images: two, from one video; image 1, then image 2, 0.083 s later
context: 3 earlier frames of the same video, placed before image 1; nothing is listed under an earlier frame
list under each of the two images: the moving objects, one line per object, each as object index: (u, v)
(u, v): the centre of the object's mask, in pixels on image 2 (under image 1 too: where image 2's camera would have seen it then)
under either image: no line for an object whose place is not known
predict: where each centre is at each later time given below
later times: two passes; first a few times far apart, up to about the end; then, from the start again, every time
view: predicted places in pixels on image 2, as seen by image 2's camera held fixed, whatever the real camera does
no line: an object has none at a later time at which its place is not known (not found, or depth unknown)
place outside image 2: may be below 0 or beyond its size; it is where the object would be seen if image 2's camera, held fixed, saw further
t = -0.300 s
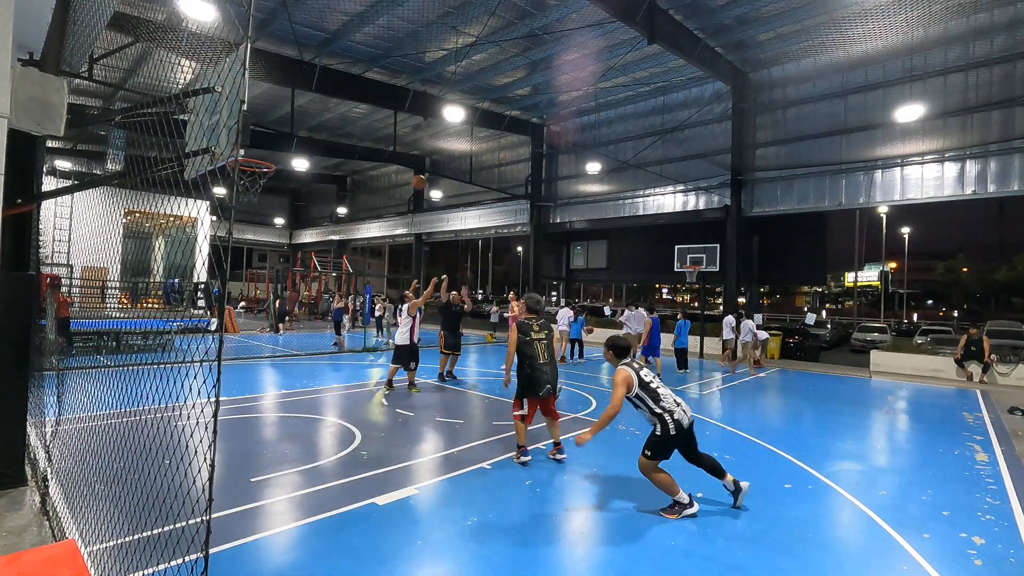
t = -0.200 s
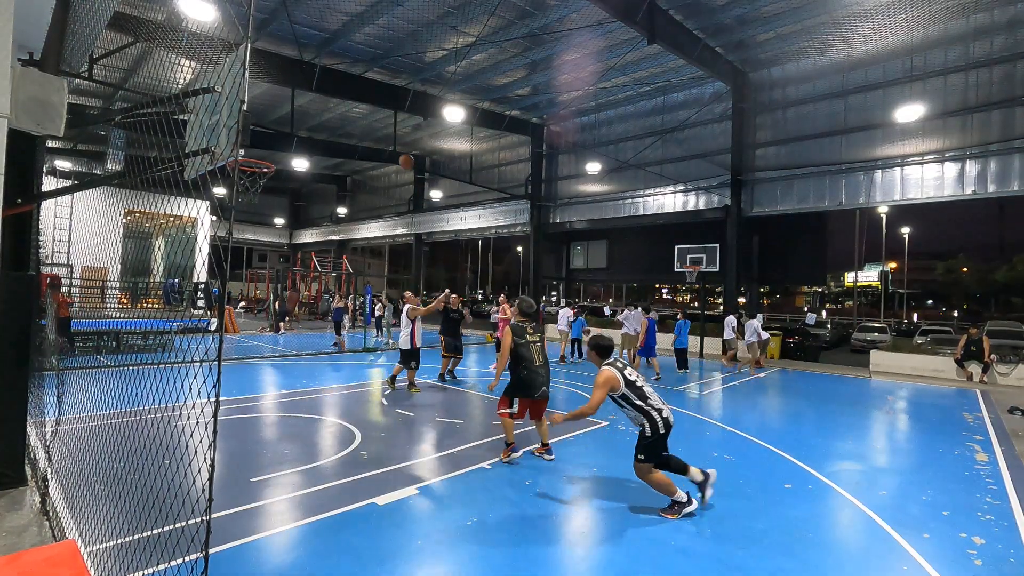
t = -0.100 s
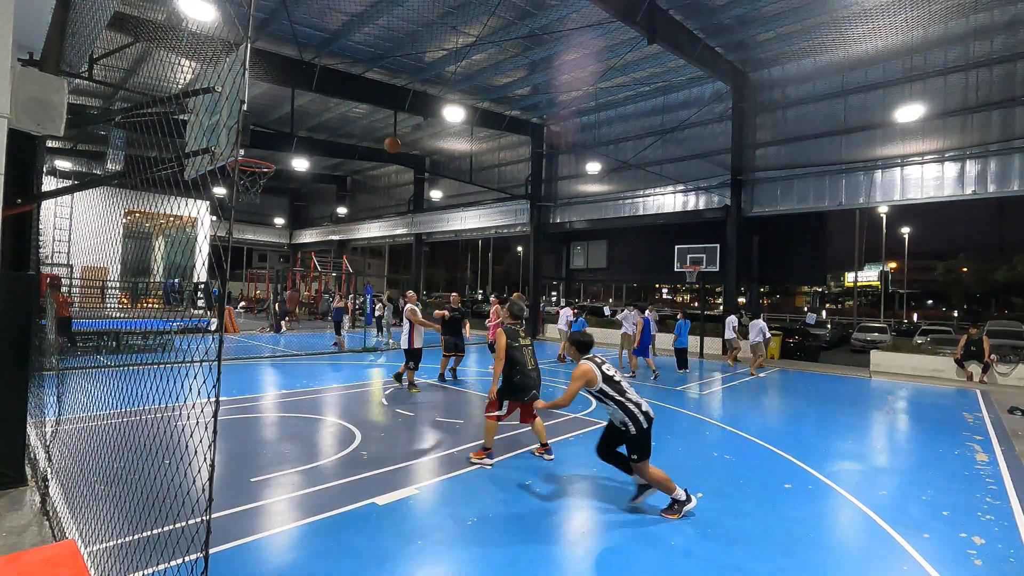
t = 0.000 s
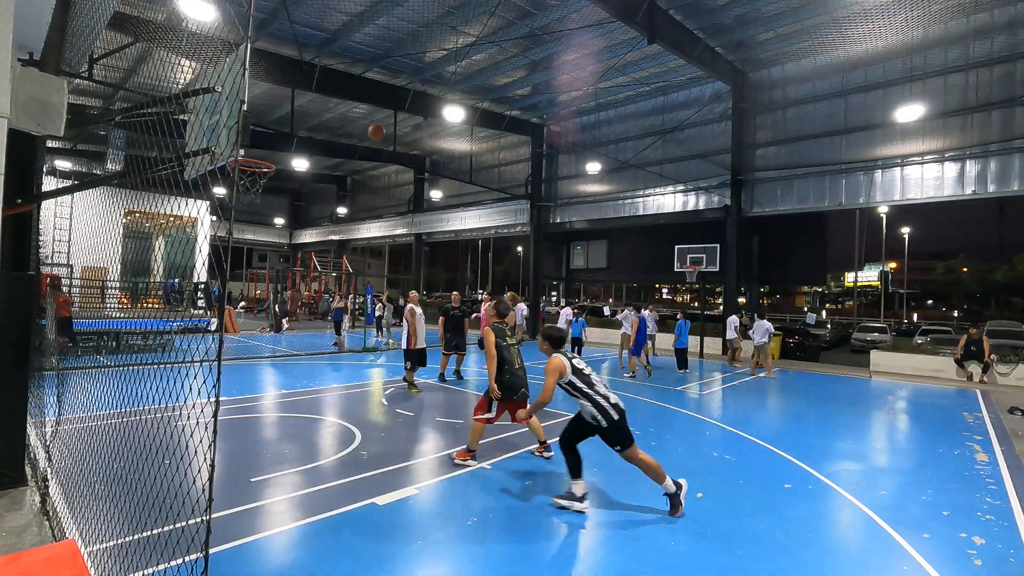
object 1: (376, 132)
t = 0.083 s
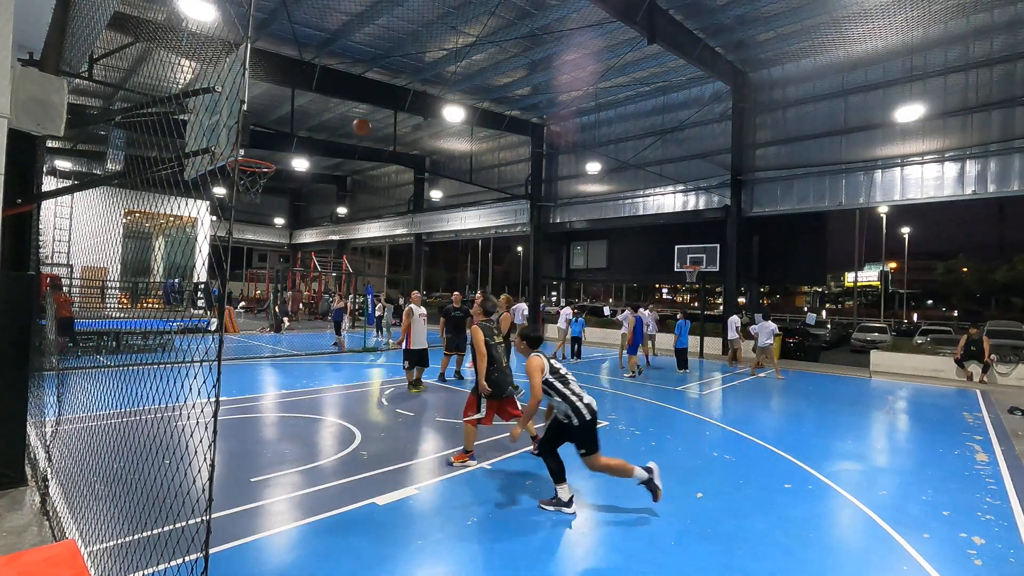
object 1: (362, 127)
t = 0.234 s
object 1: (331, 127)
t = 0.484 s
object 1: (277, 152)
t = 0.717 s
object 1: (280, 132)
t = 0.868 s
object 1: (281, 144)
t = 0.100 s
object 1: (358, 126)
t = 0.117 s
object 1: (355, 125)
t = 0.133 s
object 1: (352, 125)
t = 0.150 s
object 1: (348, 125)
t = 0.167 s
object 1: (345, 124)
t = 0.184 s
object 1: (342, 125)
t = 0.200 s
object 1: (339, 126)
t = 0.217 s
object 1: (335, 127)
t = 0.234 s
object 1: (331, 127)
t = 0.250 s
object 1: (327, 128)
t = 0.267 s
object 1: (323, 128)
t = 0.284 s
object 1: (320, 131)
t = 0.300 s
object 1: (316, 132)
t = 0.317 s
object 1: (311, 134)
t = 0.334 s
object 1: (308, 137)
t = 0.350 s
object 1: (303, 139)
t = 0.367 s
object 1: (298, 142)
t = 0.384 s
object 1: (294, 145)
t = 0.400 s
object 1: (289, 147)
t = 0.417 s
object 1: (284, 151)
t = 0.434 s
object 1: (279, 156)
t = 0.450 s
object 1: (277, 157)
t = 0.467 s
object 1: (277, 155)
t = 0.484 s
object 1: (277, 152)
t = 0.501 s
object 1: (278, 150)
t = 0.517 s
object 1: (278, 145)
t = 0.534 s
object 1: (278, 143)
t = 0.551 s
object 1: (278, 141)
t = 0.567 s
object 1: (279, 140)
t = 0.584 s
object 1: (279, 138)
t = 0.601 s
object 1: (279, 137)
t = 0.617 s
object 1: (279, 135)
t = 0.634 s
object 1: (279, 134)
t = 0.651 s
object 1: (279, 133)
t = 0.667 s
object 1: (280, 133)
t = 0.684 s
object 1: (280, 132)
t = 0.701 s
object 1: (280, 132)
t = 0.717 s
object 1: (280, 132)
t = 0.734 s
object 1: (280, 133)
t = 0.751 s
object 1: (280, 133)
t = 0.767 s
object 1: (280, 134)
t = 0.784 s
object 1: (280, 135)
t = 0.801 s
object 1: (280, 137)
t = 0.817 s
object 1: (281, 138)
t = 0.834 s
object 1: (281, 140)
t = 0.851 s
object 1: (281, 142)
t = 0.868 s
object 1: (281, 144)
